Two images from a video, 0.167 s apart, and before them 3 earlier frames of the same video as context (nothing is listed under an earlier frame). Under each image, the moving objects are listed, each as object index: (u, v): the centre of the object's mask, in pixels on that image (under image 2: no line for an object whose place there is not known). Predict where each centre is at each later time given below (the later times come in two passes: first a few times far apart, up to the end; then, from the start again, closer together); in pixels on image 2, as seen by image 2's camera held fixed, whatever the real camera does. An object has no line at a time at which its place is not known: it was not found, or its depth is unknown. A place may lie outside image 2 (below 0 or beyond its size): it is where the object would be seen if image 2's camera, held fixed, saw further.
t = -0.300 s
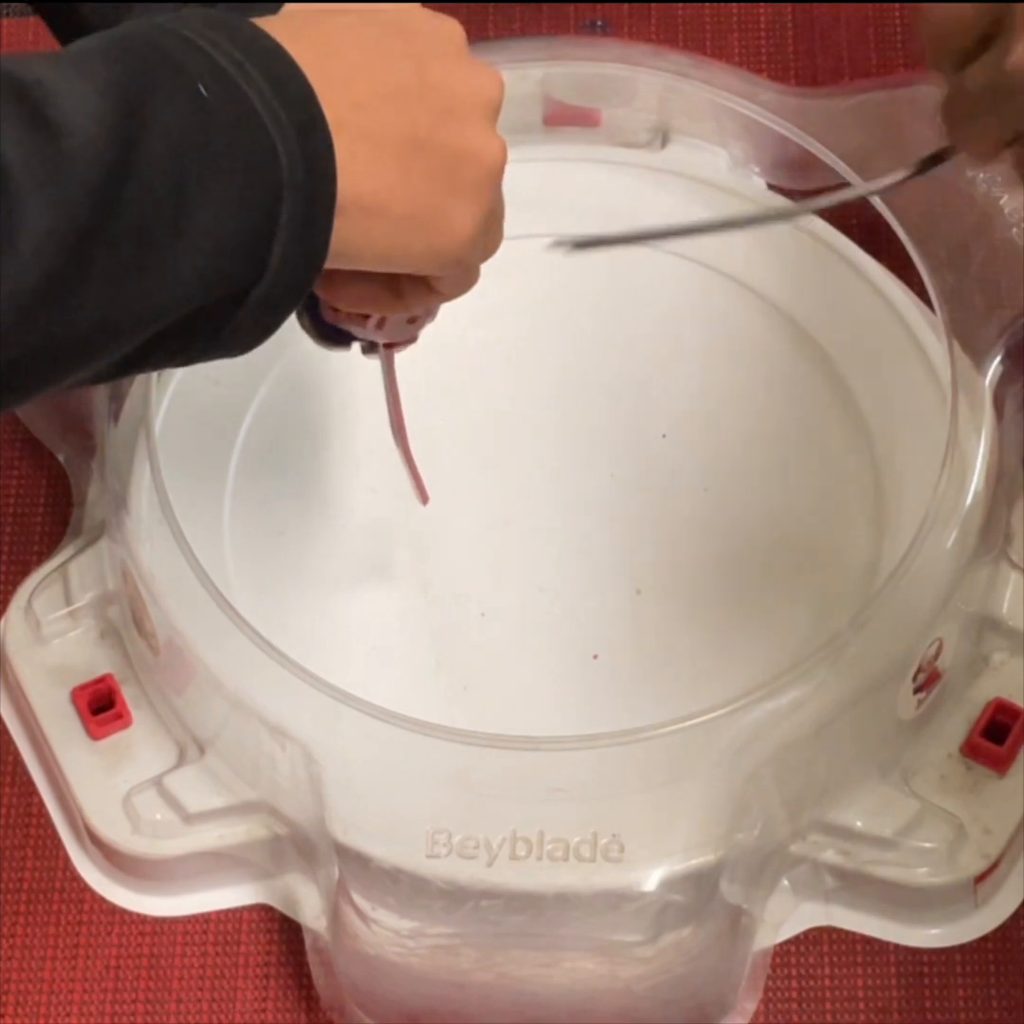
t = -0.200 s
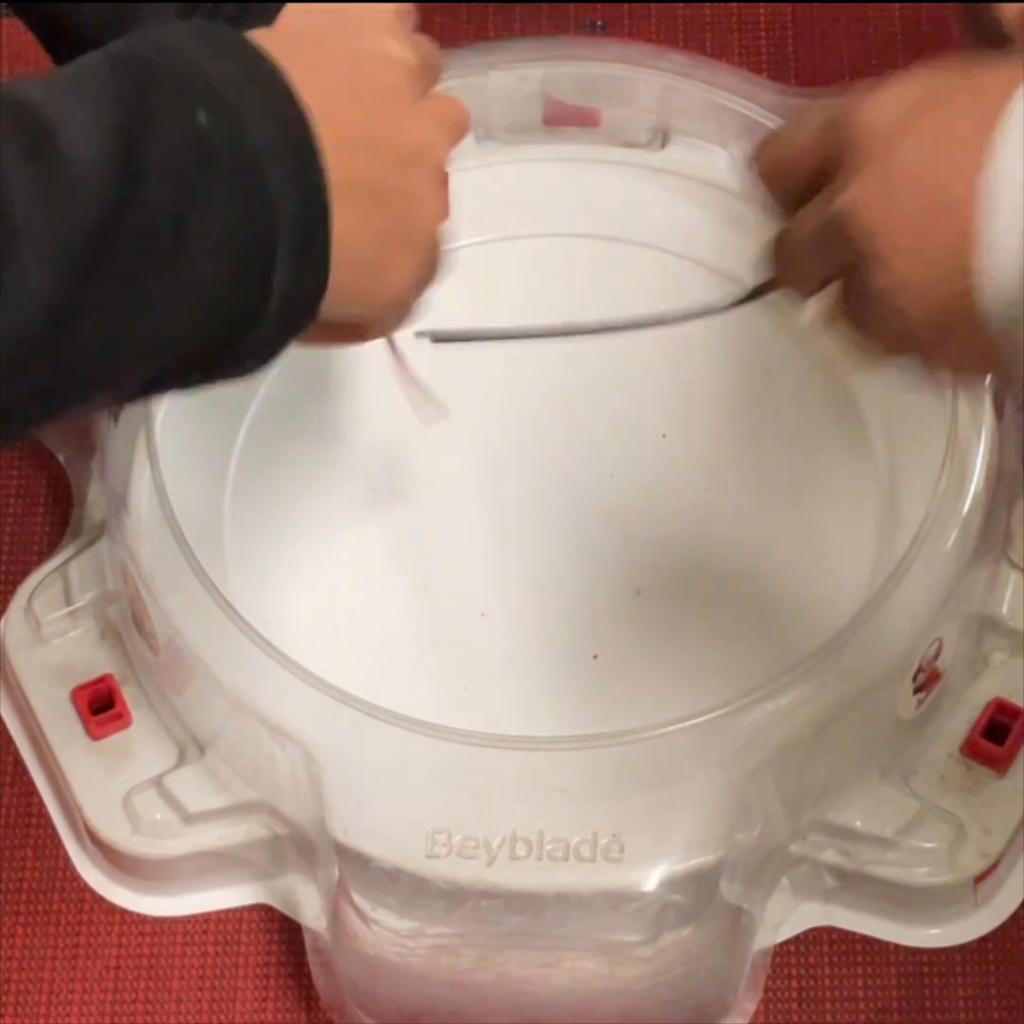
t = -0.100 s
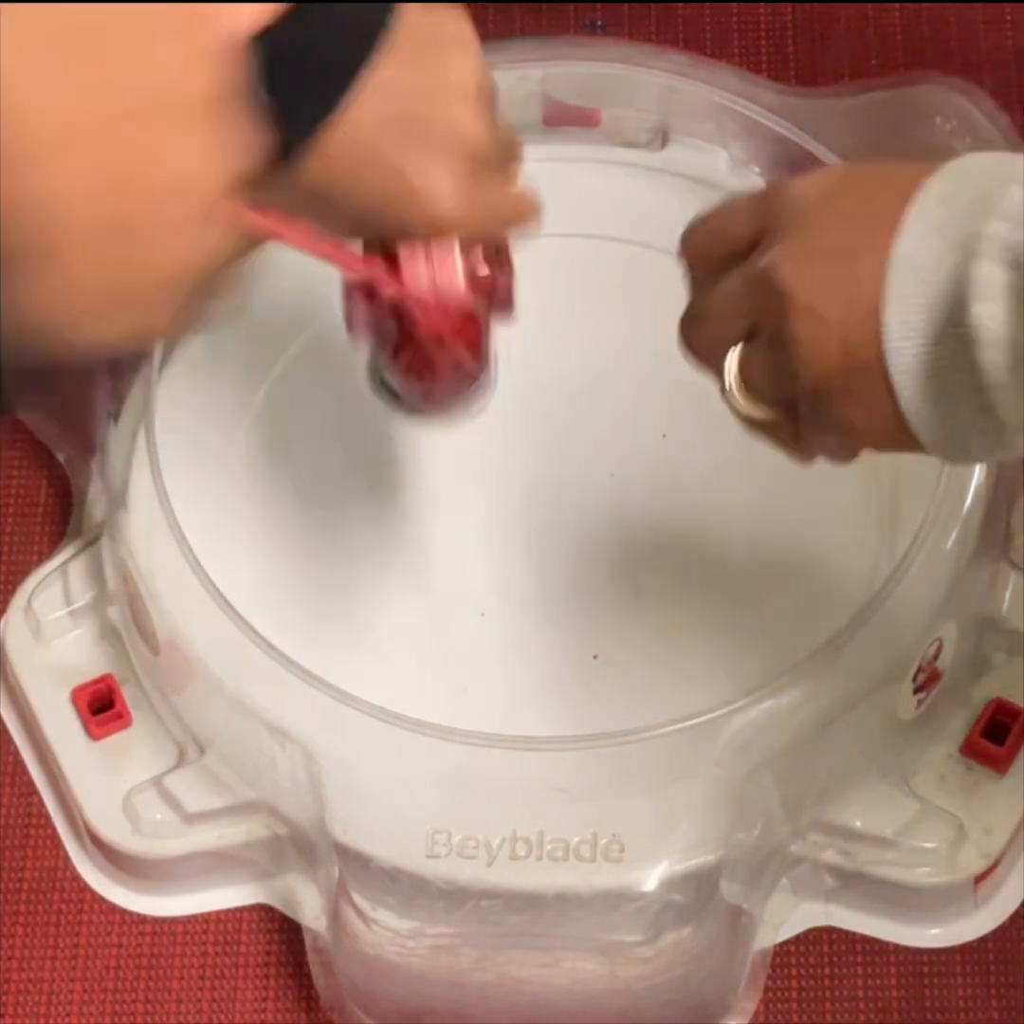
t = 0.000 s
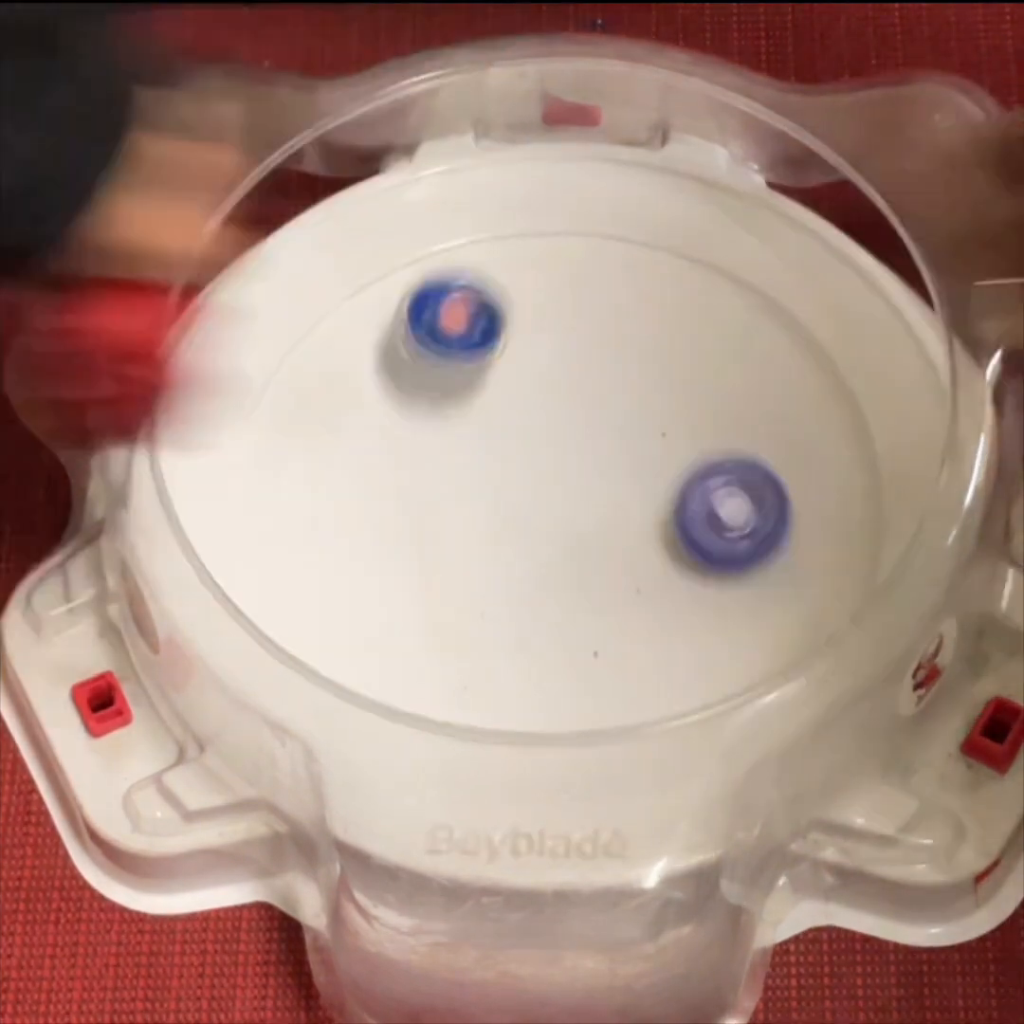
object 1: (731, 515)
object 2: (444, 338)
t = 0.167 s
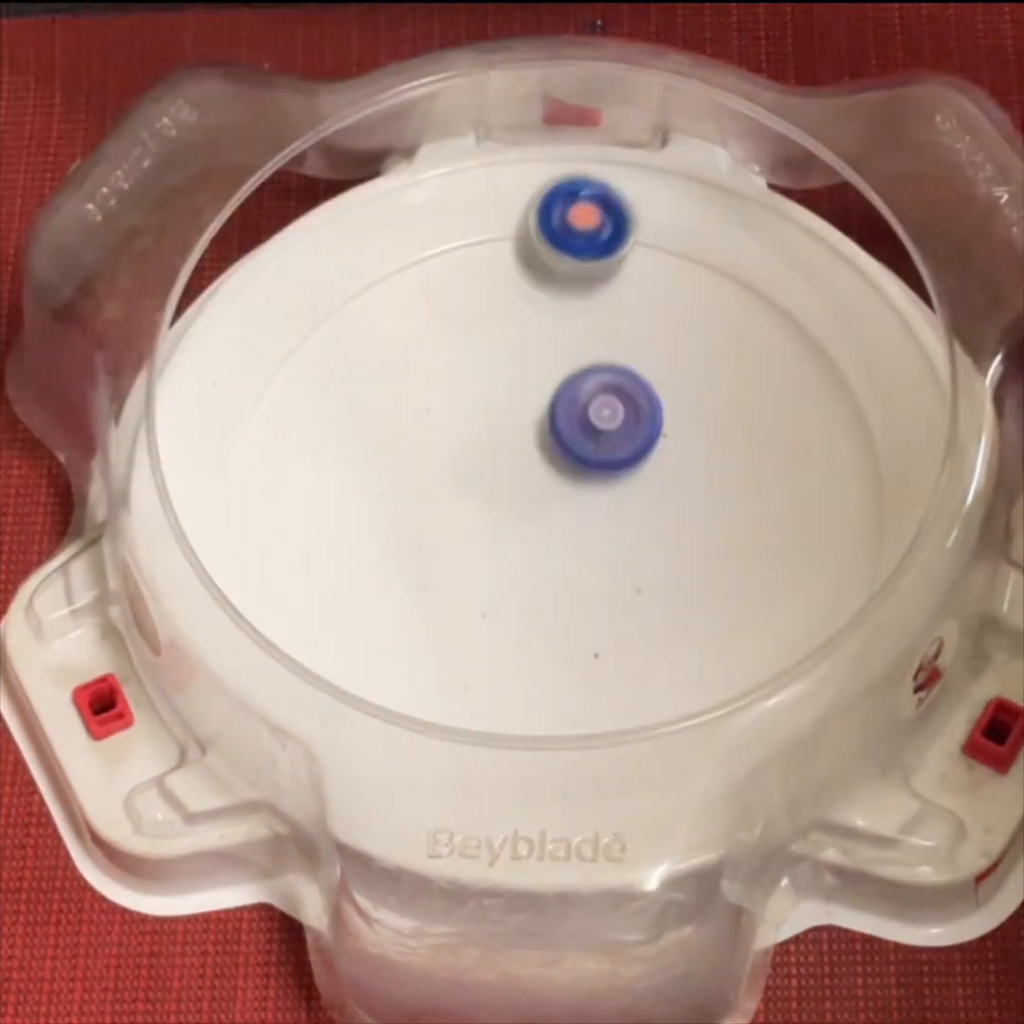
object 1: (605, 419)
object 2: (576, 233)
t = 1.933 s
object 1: (698, 393)
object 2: (403, 428)
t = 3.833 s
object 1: (443, 586)
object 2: (672, 679)
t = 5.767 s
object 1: (774, 373)
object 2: (380, 427)
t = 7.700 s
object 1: (555, 400)
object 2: (690, 511)
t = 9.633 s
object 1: (476, 392)
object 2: (477, 621)
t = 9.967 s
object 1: (497, 626)
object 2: (703, 572)
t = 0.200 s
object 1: (603, 401)
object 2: (587, 230)
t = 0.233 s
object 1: (599, 378)
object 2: (601, 239)
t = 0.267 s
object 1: (596, 355)
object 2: (607, 248)
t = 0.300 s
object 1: (584, 355)
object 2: (613, 233)
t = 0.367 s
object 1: (563, 354)
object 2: (621, 229)
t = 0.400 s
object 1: (551, 353)
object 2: (615, 240)
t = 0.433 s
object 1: (536, 353)
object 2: (606, 255)
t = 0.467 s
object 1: (528, 357)
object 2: (593, 270)
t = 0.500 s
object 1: (468, 422)
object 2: (633, 234)
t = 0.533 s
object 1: (398, 503)
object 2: (688, 184)
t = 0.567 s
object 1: (354, 576)
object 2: (706, 219)
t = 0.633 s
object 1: (339, 694)
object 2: (723, 313)
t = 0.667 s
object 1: (389, 723)
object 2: (722, 366)
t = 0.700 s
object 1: (466, 737)
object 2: (714, 419)
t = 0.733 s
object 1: (544, 752)
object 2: (698, 470)
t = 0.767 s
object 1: (617, 761)
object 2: (678, 514)
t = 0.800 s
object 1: (688, 739)
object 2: (657, 555)
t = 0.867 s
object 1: (802, 656)
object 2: (618, 616)
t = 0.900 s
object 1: (819, 604)
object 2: (601, 634)
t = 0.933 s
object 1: (841, 562)
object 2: (587, 646)
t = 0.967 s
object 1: (844, 515)
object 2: (578, 651)
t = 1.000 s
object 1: (828, 468)
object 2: (576, 648)
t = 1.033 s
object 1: (796, 428)
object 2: (579, 642)
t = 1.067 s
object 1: (751, 393)
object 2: (590, 631)
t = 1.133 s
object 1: (643, 362)
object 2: (629, 598)
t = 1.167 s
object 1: (582, 364)
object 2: (656, 577)
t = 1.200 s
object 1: (520, 377)
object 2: (687, 555)
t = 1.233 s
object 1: (465, 400)
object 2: (715, 531)
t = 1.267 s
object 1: (417, 434)
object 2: (740, 505)
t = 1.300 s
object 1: (382, 472)
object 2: (763, 478)
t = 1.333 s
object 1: (357, 516)
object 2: (780, 451)
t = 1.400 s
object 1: (346, 613)
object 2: (804, 392)
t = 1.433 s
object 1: (368, 654)
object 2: (809, 361)
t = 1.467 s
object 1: (395, 702)
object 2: (803, 334)
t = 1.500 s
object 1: (437, 737)
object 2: (781, 318)
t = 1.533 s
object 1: (486, 754)
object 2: (757, 304)
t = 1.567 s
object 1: (544, 760)
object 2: (734, 292)
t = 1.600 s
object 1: (604, 754)
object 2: (709, 281)
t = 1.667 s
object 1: (702, 699)
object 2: (661, 266)
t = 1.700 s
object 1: (730, 653)
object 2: (635, 265)
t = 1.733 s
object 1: (747, 612)
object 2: (607, 275)
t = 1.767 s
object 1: (746, 564)
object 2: (578, 295)
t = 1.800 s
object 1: (730, 515)
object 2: (555, 321)
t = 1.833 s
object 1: (703, 471)
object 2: (538, 355)
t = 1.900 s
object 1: (669, 408)
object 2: (477, 411)
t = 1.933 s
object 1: (698, 393)
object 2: (403, 428)
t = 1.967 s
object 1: (713, 382)
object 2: (343, 447)
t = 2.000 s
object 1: (712, 370)
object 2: (294, 469)
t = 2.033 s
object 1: (698, 358)
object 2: (261, 496)
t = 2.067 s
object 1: (672, 347)
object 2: (244, 526)
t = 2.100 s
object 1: (635, 338)
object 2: (241, 560)
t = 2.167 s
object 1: (539, 342)
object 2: (272, 639)
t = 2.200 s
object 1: (493, 359)
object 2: (300, 670)
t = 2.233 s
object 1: (453, 387)
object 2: (337, 702)
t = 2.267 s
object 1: (421, 425)
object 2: (375, 732)
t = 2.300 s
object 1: (401, 469)
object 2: (415, 751)
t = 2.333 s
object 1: (395, 516)
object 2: (462, 764)
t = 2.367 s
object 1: (402, 564)
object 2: (507, 769)
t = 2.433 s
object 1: (456, 638)
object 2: (593, 771)
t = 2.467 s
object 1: (500, 661)
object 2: (635, 761)
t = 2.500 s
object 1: (550, 675)
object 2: (674, 747)
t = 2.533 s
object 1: (602, 677)
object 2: (712, 731)
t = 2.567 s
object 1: (621, 647)
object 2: (749, 711)
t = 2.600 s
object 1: (619, 602)
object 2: (779, 679)
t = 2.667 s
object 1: (595, 522)
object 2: (819, 626)
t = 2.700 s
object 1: (572, 487)
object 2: (824, 595)
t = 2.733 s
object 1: (542, 460)
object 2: (840, 570)
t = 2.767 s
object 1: (507, 442)
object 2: (849, 543)
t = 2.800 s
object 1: (468, 431)
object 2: (849, 511)
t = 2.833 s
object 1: (426, 429)
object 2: (839, 481)
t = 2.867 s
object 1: (386, 438)
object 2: (821, 453)
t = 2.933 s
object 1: (326, 485)
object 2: (762, 410)
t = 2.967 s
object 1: (310, 519)
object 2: (726, 397)
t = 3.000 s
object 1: (308, 555)
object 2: (687, 390)
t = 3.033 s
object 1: (321, 593)
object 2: (648, 389)
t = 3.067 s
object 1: (350, 623)
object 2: (609, 394)
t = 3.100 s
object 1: (392, 645)
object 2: (571, 405)
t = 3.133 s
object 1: (443, 654)
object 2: (535, 418)
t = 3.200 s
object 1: (541, 631)
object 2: (474, 458)
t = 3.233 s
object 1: (578, 604)
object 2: (450, 480)
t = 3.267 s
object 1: (606, 568)
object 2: (433, 503)
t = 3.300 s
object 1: (622, 525)
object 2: (418, 526)
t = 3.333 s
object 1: (626, 479)
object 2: (409, 551)
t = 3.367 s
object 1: (618, 438)
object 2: (402, 576)
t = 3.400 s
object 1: (598, 398)
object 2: (398, 602)
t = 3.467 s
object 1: (533, 343)
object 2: (405, 651)
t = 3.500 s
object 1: (491, 329)
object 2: (417, 671)
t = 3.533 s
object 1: (447, 327)
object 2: (429, 693)
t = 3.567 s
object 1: (406, 335)
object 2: (449, 712)
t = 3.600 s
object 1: (369, 355)
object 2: (471, 726)
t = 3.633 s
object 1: (340, 382)
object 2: (496, 737)
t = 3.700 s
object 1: (320, 463)
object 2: (558, 746)
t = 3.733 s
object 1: (333, 504)
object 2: (591, 742)
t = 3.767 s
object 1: (360, 540)
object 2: (626, 730)
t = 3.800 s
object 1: (396, 568)
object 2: (652, 706)
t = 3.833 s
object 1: (443, 586)
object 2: (672, 679)
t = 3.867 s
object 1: (492, 592)
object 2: (690, 661)
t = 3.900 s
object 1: (543, 586)
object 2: (696, 629)
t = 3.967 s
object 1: (534, 512)
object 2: (779, 592)
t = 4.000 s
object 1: (500, 465)
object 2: (832, 574)
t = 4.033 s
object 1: (469, 425)
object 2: (863, 550)
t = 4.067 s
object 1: (435, 398)
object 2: (850, 529)
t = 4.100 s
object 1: (405, 383)
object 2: (833, 507)
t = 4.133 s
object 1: (375, 374)
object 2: (809, 478)
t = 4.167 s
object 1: (346, 373)
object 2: (786, 449)
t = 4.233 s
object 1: (295, 405)
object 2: (730, 398)
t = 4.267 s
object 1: (282, 434)
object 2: (699, 378)
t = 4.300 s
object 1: (282, 467)
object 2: (665, 363)
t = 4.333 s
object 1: (293, 501)
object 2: (631, 353)
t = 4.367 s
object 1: (314, 537)
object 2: (598, 349)
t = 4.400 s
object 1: (346, 567)
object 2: (564, 350)
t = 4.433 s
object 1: (389, 587)
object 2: (532, 354)
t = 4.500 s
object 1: (489, 599)
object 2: (470, 373)
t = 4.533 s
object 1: (538, 588)
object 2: (442, 388)
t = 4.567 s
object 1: (582, 569)
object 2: (417, 405)
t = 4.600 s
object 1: (623, 540)
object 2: (396, 425)
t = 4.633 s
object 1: (654, 506)
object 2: (378, 446)
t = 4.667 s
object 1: (677, 468)
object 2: (364, 471)
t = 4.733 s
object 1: (695, 387)
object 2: (348, 521)
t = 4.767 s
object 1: (691, 348)
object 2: (346, 548)
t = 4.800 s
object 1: (677, 313)
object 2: (349, 575)
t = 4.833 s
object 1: (655, 281)
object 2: (358, 601)
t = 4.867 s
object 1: (626, 256)
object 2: (373, 625)
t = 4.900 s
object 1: (591, 240)
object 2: (394, 646)
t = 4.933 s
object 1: (555, 232)
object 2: (418, 663)
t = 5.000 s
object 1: (477, 245)
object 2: (480, 683)
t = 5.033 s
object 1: (442, 267)
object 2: (512, 686)
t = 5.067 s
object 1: (412, 296)
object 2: (547, 685)
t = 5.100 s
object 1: (390, 334)
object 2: (580, 677)
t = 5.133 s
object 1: (377, 376)
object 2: (610, 665)
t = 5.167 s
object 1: (374, 421)
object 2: (636, 645)
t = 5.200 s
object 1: (381, 469)
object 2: (657, 624)
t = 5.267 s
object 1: (427, 552)
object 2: (680, 570)
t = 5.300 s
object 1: (463, 586)
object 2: (683, 542)
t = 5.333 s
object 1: (505, 611)
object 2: (679, 514)
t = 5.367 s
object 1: (551, 627)
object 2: (669, 487)
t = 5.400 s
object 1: (599, 634)
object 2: (656, 461)
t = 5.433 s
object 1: (647, 634)
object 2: (638, 437)
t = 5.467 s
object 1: (689, 625)
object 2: (617, 417)
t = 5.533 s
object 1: (766, 588)
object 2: (565, 390)
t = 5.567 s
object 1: (797, 561)
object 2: (536, 383)
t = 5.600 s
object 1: (819, 529)
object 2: (507, 379)
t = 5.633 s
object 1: (832, 493)
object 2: (478, 382)
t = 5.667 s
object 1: (834, 460)
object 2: (450, 386)
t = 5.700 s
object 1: (824, 425)
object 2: (424, 397)
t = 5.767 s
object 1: (774, 373)
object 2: (380, 427)
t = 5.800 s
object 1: (739, 354)
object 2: (364, 447)
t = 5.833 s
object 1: (696, 345)
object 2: (353, 471)
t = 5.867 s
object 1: (653, 342)
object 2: (347, 498)
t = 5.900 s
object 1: (604, 350)
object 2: (346, 524)
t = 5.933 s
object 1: (559, 365)
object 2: (352, 552)
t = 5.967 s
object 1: (519, 388)
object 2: (365, 577)
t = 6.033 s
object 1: (452, 452)
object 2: (411, 618)
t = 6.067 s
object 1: (429, 489)
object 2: (439, 633)
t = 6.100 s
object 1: (414, 529)
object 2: (471, 640)
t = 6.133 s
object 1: (407, 568)
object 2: (505, 642)
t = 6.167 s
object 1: (408, 607)
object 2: (538, 638)
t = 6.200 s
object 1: (421, 644)
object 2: (568, 630)
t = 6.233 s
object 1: (442, 674)
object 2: (597, 618)
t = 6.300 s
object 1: (500, 725)
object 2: (642, 580)
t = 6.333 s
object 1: (539, 741)
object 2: (658, 557)
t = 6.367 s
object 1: (579, 747)
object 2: (667, 532)
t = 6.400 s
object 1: (620, 747)
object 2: (672, 507)
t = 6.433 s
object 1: (661, 737)
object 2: (672, 481)
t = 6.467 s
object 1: (693, 717)
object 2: (669, 455)
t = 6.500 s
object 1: (723, 690)
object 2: (660, 432)
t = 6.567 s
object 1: (757, 621)
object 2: (628, 390)
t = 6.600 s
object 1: (757, 584)
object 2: (606, 374)
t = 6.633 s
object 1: (746, 546)
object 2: (582, 362)
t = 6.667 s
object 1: (726, 510)
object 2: (555, 355)
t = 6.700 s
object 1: (698, 477)
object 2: (526, 351)
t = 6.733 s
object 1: (664, 451)
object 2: (498, 355)
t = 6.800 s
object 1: (580, 414)
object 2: (445, 376)
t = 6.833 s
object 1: (549, 406)
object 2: (413, 388)
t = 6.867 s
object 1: (565, 412)
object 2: (346, 392)
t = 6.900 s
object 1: (569, 423)
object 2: (291, 401)
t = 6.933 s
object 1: (566, 429)
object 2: (252, 417)
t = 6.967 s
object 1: (554, 435)
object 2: (241, 443)
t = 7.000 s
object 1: (535, 441)
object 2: (248, 479)
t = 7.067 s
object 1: (494, 465)
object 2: (260, 547)
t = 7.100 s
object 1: (479, 483)
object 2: (271, 570)
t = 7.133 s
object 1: (469, 504)
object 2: (287, 596)
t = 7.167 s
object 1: (465, 527)
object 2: (306, 617)
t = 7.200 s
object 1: (467, 552)
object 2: (331, 638)
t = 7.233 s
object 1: (477, 573)
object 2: (358, 655)
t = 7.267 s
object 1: (496, 591)
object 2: (388, 669)
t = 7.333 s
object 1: (549, 609)
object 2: (453, 686)
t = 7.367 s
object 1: (580, 608)
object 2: (486, 690)
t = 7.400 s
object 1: (609, 598)
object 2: (522, 688)
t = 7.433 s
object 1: (634, 582)
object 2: (553, 682)
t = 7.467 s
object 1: (654, 559)
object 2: (584, 671)
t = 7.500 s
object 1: (664, 532)
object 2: (612, 654)
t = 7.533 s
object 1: (664, 503)
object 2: (636, 635)
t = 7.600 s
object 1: (642, 446)
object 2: (673, 588)
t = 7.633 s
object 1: (617, 425)
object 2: (683, 563)
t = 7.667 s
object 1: (588, 408)
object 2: (689, 536)
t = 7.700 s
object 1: (555, 400)
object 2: (690, 511)
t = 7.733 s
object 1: (520, 399)
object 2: (688, 484)
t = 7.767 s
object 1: (484, 405)
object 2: (683, 459)
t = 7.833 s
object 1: (425, 437)
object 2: (661, 413)
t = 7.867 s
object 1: (405, 461)
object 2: (645, 393)
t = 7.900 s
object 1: (393, 489)
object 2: (626, 376)
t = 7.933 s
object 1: (386, 520)
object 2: (605, 361)
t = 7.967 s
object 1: (389, 551)
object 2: (582, 349)
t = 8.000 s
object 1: (401, 581)
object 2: (557, 340)
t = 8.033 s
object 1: (421, 607)
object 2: (530, 335)
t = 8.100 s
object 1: (483, 640)
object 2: (477, 338)
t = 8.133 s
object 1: (519, 646)
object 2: (451, 348)
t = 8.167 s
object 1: (556, 642)
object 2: (427, 362)
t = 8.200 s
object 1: (592, 633)
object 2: (406, 379)
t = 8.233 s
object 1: (622, 616)
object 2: (389, 400)
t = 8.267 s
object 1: (648, 595)
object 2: (377, 425)
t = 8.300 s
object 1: (667, 569)
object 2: (370, 451)
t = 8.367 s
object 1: (682, 508)
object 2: (373, 508)
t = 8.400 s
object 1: (678, 478)
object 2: (384, 534)
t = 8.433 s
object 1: (669, 449)
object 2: (399, 559)
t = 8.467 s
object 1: (651, 422)
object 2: (419, 580)
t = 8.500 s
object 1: (628, 400)
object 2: (444, 597)
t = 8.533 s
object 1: (599, 384)
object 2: (470, 610)
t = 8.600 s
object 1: (534, 367)
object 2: (528, 620)
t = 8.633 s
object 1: (500, 368)
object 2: (558, 620)
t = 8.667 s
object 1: (467, 377)
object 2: (586, 616)
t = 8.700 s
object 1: (438, 392)
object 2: (615, 609)
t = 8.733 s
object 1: (411, 413)
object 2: (640, 596)
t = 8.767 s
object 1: (392, 438)
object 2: (662, 582)
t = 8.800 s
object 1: (380, 467)
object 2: (680, 565)
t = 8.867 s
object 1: (379, 527)
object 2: (704, 523)
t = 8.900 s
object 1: (390, 557)
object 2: (709, 500)
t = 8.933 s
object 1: (407, 584)
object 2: (710, 476)
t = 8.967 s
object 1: (432, 606)
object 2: (706, 454)
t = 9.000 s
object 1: (462, 623)
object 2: (697, 432)
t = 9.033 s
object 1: (496, 633)
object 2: (683, 413)
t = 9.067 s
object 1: (532, 636)
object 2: (665, 395)
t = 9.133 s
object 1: (602, 623)
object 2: (616, 372)
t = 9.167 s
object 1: (632, 607)
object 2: (587, 368)
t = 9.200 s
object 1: (658, 587)
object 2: (557, 369)
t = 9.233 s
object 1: (677, 563)
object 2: (527, 376)
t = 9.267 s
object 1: (690, 536)
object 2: (501, 388)
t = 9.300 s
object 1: (695, 507)
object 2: (476, 404)
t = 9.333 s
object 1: (694, 478)
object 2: (456, 424)
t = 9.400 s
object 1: (672, 426)
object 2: (429, 470)
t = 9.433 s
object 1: (653, 404)
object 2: (423, 494)
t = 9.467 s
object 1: (628, 388)
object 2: (423, 518)
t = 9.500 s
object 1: (599, 377)
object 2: (425, 541)
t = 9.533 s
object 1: (567, 372)
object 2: (432, 563)
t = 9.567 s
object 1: (536, 372)
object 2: (443, 585)
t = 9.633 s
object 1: (476, 392)
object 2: (477, 621)
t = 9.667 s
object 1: (452, 410)
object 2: (499, 634)
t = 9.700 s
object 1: (431, 433)
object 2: (524, 643)
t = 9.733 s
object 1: (417, 459)
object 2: (552, 648)
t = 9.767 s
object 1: (409, 486)
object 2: (580, 650)
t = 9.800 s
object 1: (407, 516)
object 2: (607, 647)
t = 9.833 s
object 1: (413, 545)
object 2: (633, 641)
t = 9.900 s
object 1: (445, 595)
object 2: (677, 614)
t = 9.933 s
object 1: (469, 613)
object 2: (692, 594)
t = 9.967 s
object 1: (497, 626)
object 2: (703, 572)
